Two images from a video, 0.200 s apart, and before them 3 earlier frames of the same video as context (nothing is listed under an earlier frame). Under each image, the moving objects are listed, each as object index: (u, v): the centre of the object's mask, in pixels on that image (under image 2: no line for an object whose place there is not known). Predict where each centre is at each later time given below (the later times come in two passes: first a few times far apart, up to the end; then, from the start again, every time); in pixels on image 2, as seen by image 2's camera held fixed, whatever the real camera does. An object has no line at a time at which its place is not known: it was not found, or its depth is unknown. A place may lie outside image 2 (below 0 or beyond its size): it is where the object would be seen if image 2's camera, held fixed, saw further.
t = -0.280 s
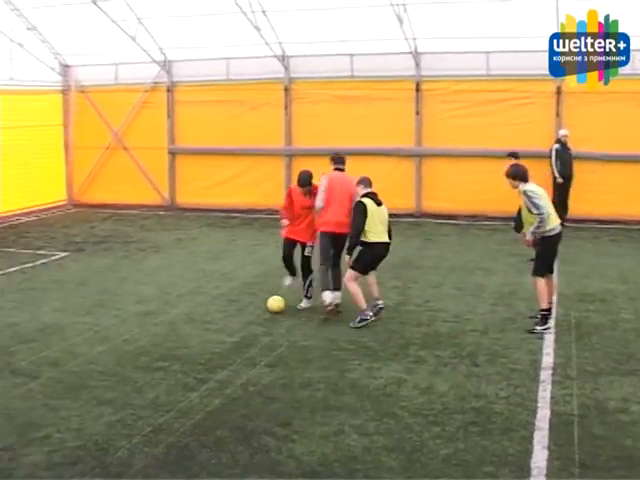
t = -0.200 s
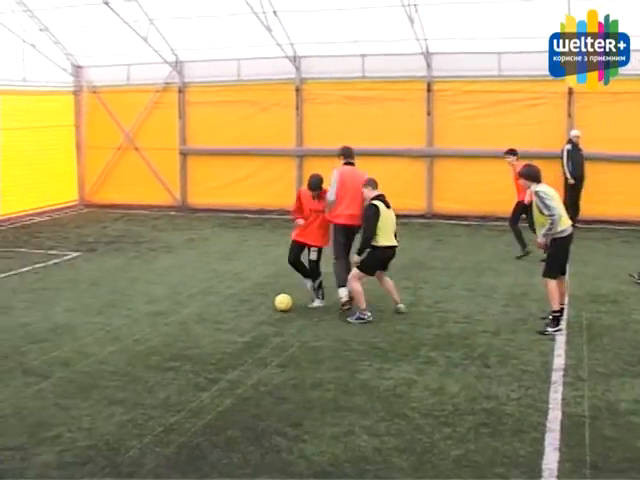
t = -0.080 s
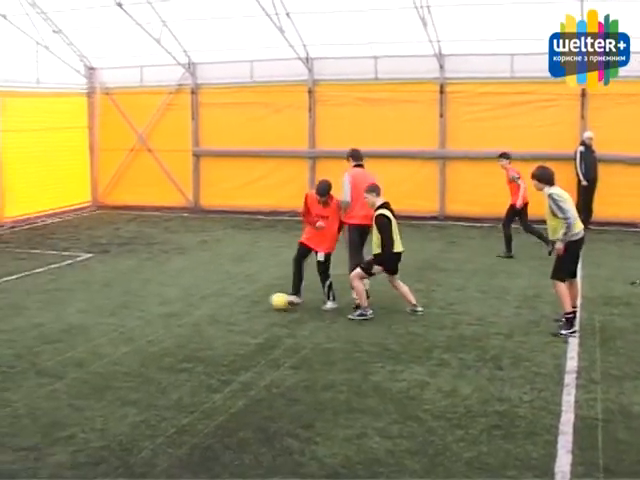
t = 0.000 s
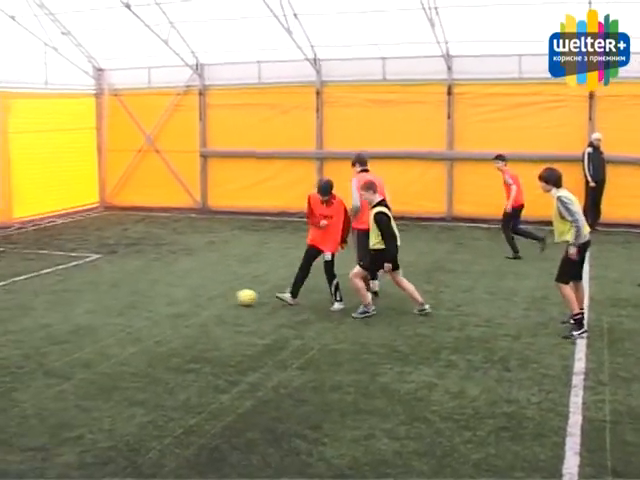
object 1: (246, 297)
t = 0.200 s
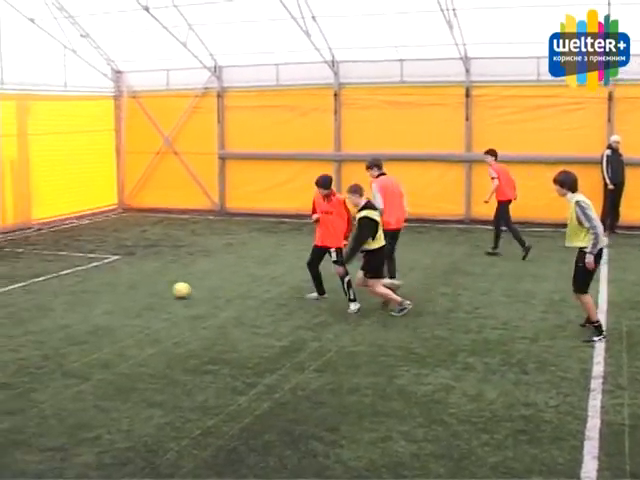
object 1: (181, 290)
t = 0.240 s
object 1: (168, 289)
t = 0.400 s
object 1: (125, 282)
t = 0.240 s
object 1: (168, 289)
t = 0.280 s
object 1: (157, 287)
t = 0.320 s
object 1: (146, 285)
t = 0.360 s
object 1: (135, 283)
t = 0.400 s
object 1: (125, 282)
